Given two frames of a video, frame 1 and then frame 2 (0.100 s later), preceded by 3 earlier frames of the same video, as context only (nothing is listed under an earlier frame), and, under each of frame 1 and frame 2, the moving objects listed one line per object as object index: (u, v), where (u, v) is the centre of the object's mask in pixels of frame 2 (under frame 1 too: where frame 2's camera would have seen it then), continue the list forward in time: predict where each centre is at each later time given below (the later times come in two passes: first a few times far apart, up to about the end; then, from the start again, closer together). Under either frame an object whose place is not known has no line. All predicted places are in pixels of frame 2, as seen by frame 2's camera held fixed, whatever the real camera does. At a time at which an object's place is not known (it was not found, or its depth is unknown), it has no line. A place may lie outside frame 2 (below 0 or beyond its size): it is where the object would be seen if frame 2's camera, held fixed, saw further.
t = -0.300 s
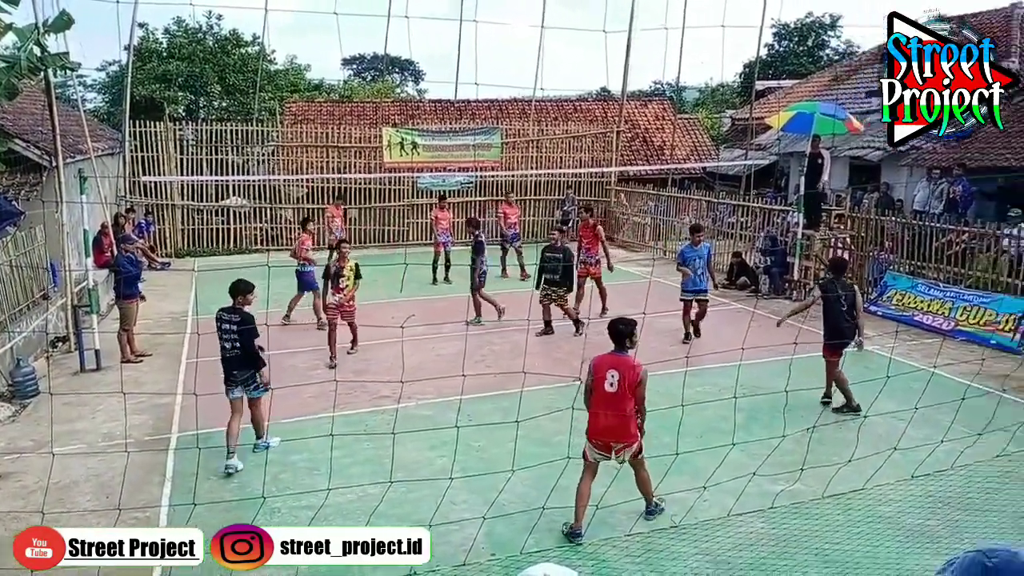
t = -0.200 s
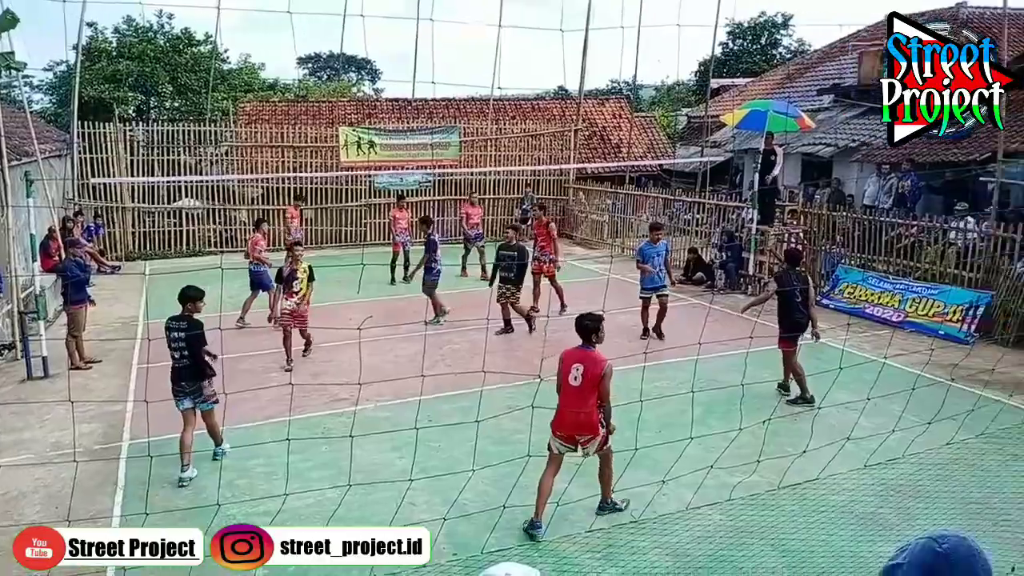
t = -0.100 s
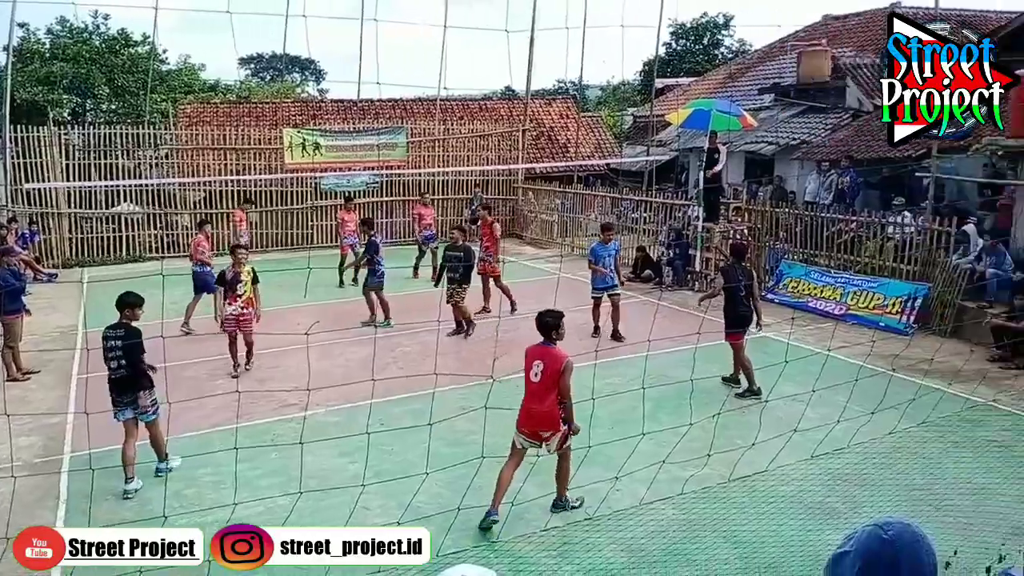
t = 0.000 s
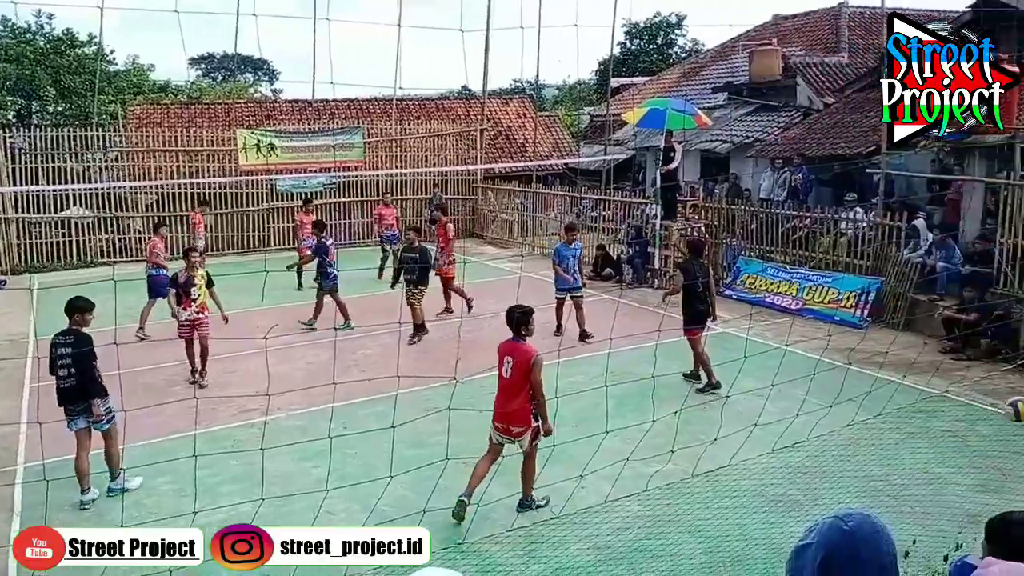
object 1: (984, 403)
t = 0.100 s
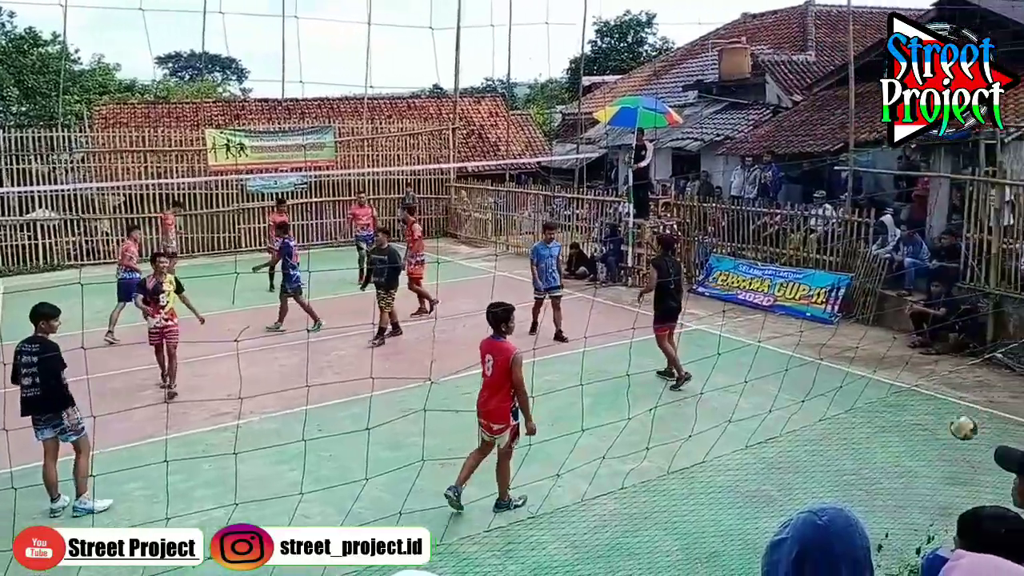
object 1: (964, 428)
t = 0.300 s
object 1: (921, 444)
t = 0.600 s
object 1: (855, 450)
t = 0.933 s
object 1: (779, 476)
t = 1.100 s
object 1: (740, 485)
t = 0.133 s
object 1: (956, 438)
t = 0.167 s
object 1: (949, 450)
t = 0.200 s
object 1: (940, 464)
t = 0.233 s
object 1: (935, 457)
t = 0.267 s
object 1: (928, 450)
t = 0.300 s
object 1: (921, 444)
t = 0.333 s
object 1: (915, 440)
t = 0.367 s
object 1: (908, 437)
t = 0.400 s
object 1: (902, 434)
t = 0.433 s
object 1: (893, 433)
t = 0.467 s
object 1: (886, 434)
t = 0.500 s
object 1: (878, 435)
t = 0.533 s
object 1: (871, 438)
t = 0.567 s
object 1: (861, 443)
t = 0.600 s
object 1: (855, 450)
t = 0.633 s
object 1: (848, 456)
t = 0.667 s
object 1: (841, 465)
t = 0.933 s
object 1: (779, 476)
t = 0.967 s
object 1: (771, 474)
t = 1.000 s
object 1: (764, 474)
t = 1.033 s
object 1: (755, 476)
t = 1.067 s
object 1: (748, 479)
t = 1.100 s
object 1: (740, 485)
